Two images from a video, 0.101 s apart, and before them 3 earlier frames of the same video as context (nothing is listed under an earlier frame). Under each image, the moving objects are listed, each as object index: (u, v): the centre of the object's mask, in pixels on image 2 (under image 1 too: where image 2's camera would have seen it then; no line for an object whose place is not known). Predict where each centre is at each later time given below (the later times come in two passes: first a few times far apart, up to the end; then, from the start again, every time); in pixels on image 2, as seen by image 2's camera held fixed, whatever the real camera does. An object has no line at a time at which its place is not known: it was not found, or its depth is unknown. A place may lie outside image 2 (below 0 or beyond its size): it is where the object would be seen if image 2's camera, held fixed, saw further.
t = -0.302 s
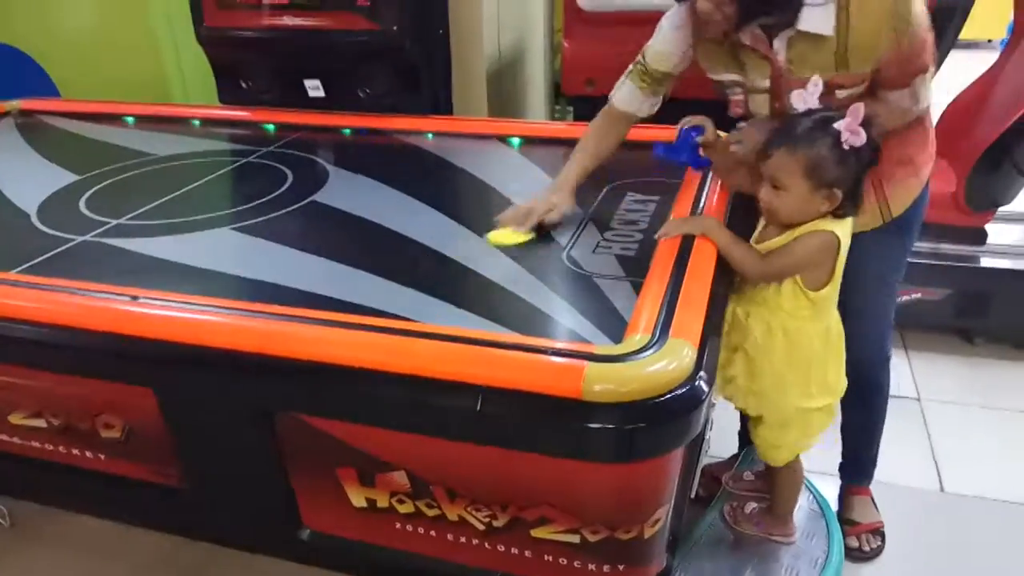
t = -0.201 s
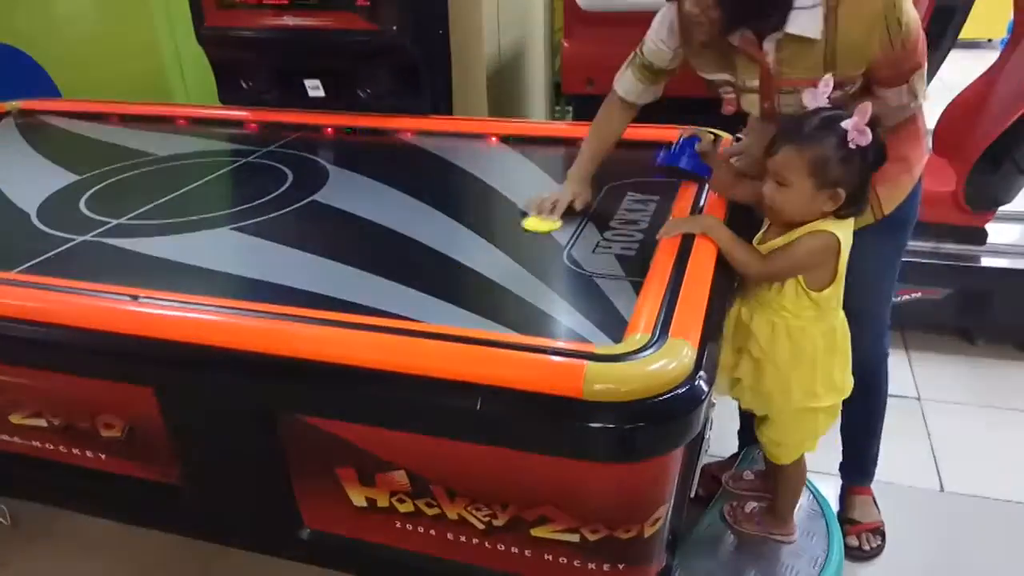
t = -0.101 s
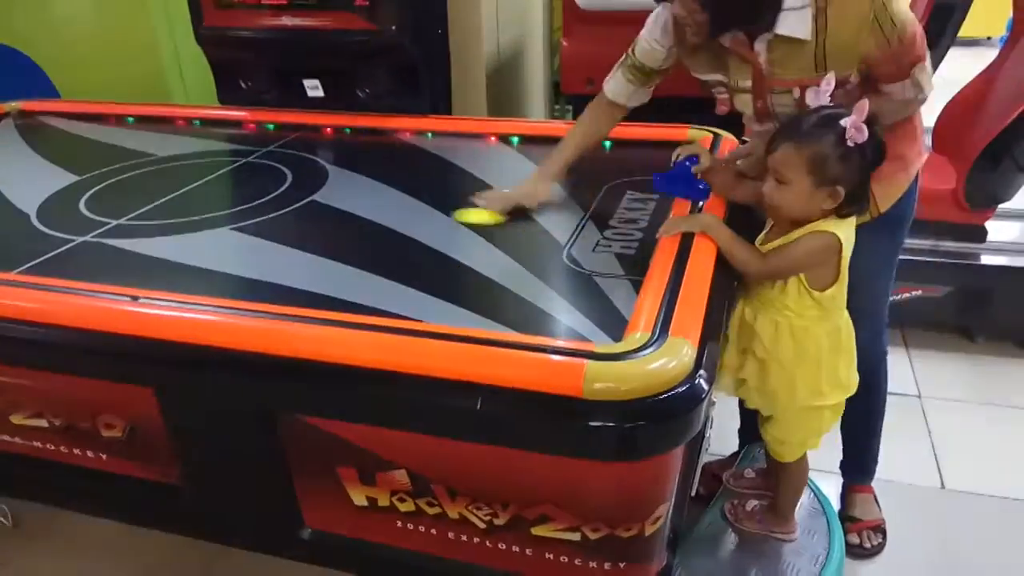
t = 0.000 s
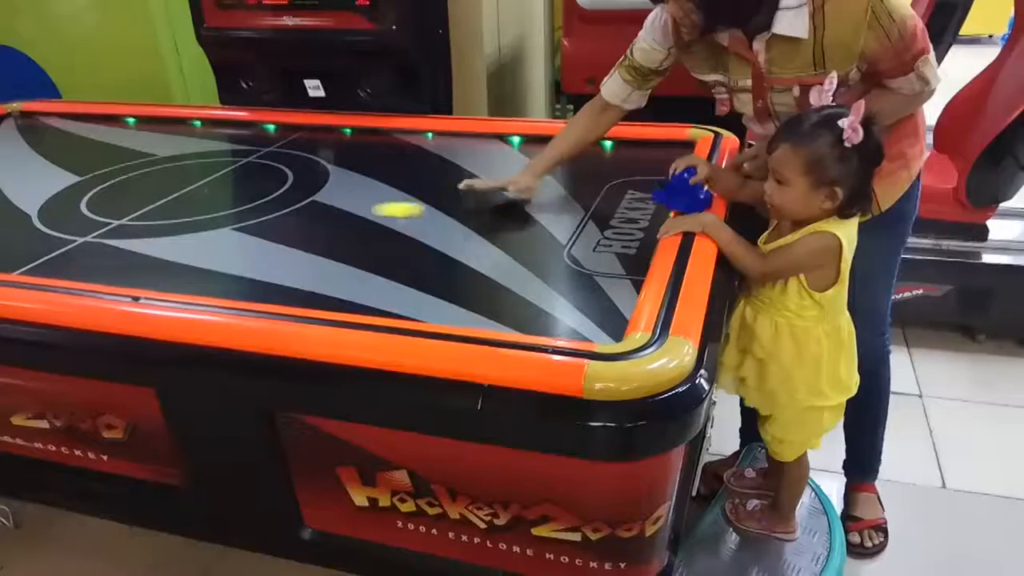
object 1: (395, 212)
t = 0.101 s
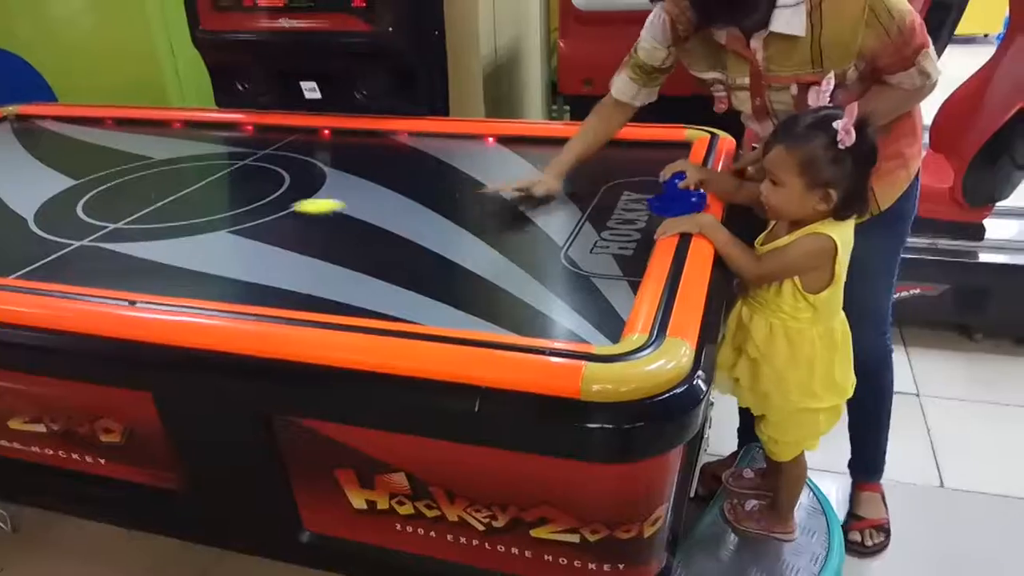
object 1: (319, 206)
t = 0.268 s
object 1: (201, 196)
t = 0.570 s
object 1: (18, 184)
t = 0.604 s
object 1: (9, 181)
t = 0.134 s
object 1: (293, 204)
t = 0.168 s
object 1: (269, 202)
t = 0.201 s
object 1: (244, 200)
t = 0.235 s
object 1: (222, 198)
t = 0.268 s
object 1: (201, 196)
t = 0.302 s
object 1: (176, 195)
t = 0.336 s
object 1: (153, 193)
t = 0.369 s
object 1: (134, 192)
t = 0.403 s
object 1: (113, 190)
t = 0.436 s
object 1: (93, 189)
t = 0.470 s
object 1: (75, 187)
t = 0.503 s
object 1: (56, 186)
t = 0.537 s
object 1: (34, 185)
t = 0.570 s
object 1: (18, 184)
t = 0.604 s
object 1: (9, 181)
